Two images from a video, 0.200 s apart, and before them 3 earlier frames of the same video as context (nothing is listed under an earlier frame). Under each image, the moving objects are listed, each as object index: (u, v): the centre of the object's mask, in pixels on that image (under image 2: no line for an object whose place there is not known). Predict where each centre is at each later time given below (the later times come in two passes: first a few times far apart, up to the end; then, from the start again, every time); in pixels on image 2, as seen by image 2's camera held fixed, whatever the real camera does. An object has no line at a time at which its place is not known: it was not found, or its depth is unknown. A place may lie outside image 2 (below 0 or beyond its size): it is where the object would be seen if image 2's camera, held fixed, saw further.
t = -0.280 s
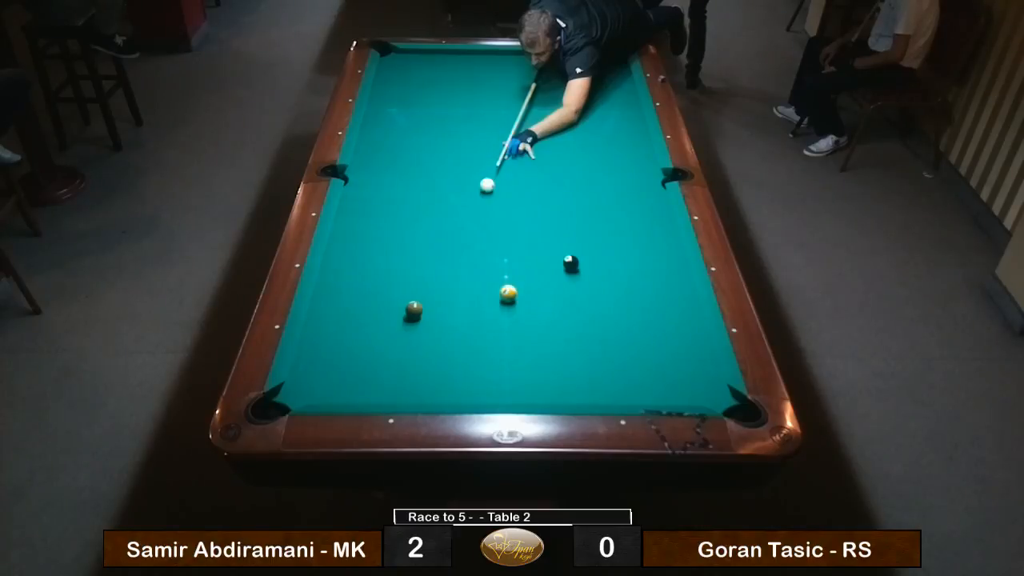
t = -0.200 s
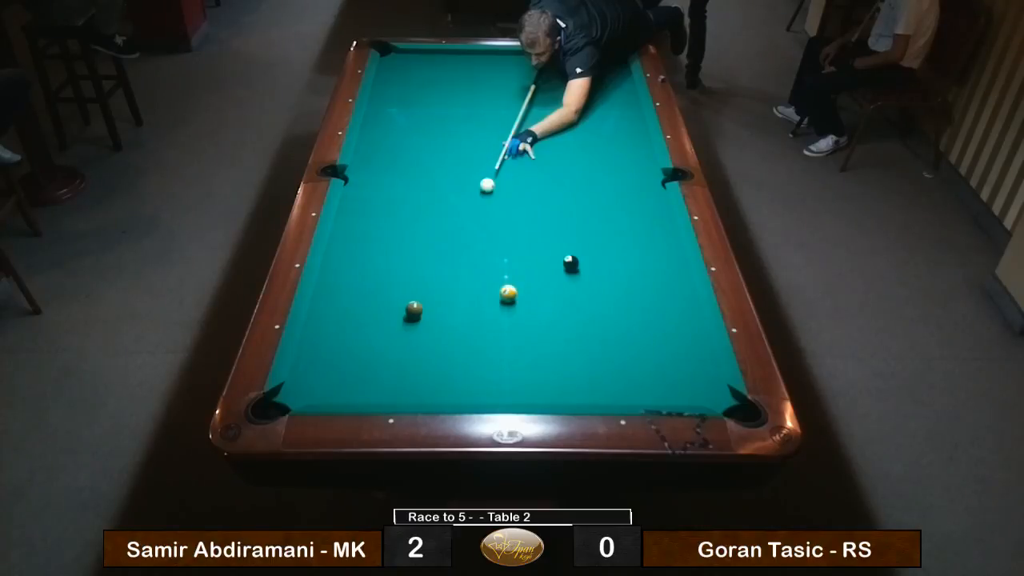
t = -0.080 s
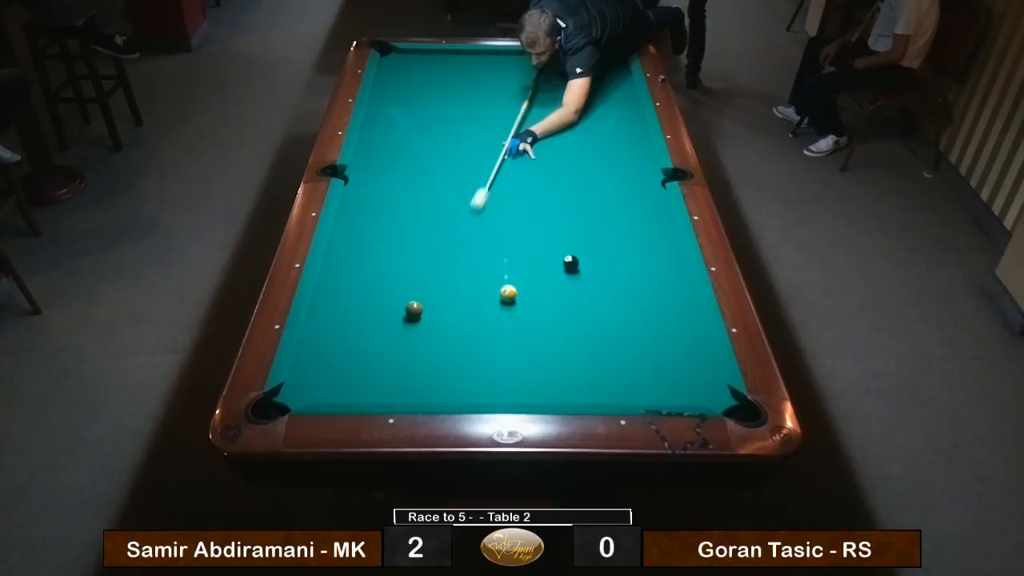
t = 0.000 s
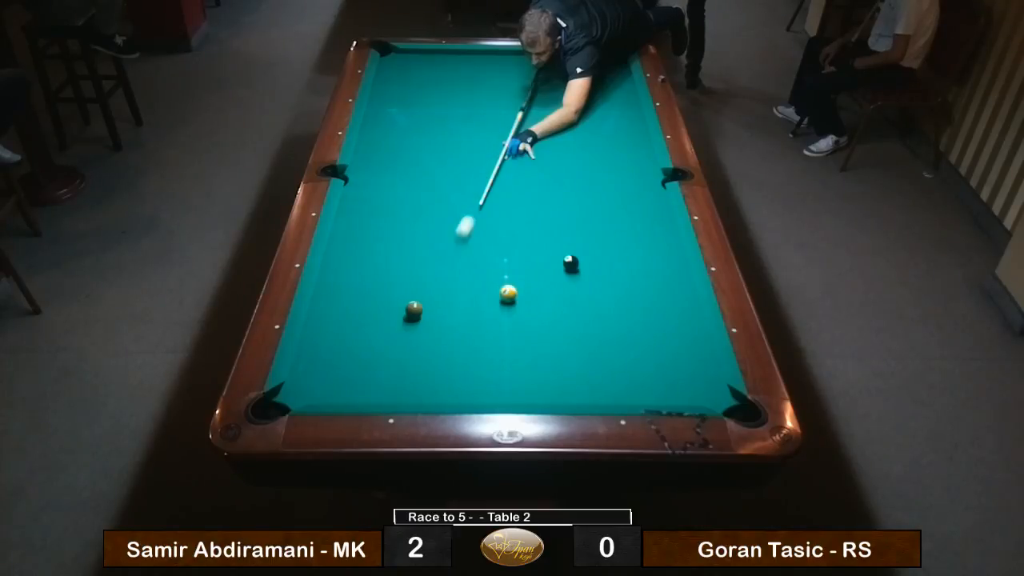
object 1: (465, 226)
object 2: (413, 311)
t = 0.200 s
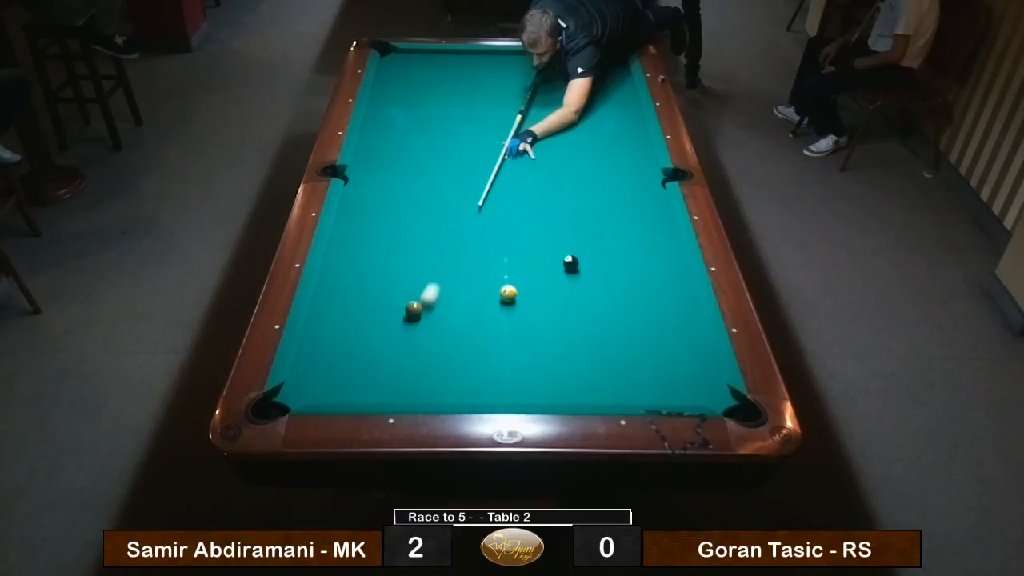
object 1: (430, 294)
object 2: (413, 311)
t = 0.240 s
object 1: (431, 303)
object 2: (407, 314)
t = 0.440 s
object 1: (453, 333)
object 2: (349, 354)
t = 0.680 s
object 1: (478, 377)
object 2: (284, 394)
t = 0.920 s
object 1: (504, 380)
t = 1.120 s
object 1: (523, 358)
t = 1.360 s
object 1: (543, 335)
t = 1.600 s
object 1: (562, 314)
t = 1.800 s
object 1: (576, 299)
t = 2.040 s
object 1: (591, 281)
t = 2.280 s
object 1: (604, 265)
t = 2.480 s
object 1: (615, 253)
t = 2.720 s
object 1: (626, 240)
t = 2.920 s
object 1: (635, 230)
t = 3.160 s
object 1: (644, 219)
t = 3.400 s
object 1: (652, 209)
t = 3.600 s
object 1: (659, 201)
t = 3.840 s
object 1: (657, 195)
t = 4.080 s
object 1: (651, 190)
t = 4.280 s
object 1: (648, 187)
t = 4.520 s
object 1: (644, 183)
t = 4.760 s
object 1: (640, 180)
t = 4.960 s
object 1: (639, 178)
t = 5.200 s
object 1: (637, 177)
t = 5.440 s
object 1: (636, 175)
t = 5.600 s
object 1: (636, 175)
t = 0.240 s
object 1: (431, 303)
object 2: (407, 314)
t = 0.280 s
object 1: (437, 307)
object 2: (393, 324)
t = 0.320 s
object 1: (442, 313)
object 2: (381, 331)
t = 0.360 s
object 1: (446, 319)
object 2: (370, 340)
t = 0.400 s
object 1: (450, 326)
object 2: (359, 348)
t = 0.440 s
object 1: (453, 333)
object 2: (349, 354)
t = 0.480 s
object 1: (457, 340)
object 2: (338, 361)
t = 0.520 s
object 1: (461, 347)
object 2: (327, 367)
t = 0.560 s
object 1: (465, 355)
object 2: (316, 377)
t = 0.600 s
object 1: (470, 362)
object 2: (306, 384)
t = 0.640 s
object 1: (474, 369)
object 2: (295, 388)
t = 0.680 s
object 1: (478, 377)
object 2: (284, 394)
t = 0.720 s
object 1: (482, 385)
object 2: (272, 406)
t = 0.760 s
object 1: (487, 392)
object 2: (265, 414)
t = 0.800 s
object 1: (492, 393)
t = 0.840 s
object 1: (496, 389)
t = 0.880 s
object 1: (500, 384)
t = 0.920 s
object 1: (504, 380)
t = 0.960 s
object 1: (508, 375)
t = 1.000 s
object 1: (512, 371)
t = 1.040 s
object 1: (516, 366)
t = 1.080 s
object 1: (519, 362)
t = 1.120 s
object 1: (523, 358)
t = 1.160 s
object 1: (526, 354)
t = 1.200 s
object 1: (530, 350)
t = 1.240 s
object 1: (534, 346)
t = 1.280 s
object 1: (537, 342)
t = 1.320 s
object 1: (540, 339)
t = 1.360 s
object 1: (543, 335)
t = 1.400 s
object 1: (547, 331)
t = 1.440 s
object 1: (550, 327)
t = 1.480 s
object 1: (553, 324)
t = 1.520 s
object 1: (556, 320)
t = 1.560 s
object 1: (559, 317)
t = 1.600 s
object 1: (562, 314)
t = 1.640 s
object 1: (565, 311)
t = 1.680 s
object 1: (567, 307)
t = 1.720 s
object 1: (570, 304)
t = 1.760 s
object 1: (573, 302)
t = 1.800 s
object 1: (576, 299)
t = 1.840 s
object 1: (578, 295)
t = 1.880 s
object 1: (581, 292)
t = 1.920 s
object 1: (584, 289)
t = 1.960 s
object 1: (586, 287)
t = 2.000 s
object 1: (588, 283)
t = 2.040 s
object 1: (591, 281)
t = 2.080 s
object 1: (593, 278)
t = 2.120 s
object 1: (596, 275)
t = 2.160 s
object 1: (598, 273)
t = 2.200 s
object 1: (600, 270)
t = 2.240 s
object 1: (602, 267)
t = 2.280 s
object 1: (604, 265)
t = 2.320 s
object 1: (606, 262)
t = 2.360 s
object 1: (609, 260)
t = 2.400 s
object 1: (611, 258)
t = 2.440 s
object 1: (613, 255)
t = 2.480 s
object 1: (615, 253)
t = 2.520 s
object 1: (617, 251)
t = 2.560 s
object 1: (619, 248)
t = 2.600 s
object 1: (621, 246)
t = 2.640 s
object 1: (623, 244)
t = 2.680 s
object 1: (625, 242)
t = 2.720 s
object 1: (626, 240)
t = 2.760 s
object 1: (628, 238)
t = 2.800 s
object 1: (630, 236)
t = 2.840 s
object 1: (631, 234)
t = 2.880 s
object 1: (633, 232)
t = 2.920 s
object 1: (635, 230)
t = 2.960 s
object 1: (636, 228)
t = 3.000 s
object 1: (638, 226)
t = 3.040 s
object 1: (640, 224)
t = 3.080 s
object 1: (641, 222)
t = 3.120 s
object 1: (643, 221)
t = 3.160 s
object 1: (644, 219)
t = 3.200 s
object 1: (646, 217)
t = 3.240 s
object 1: (647, 215)
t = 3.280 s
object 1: (648, 214)
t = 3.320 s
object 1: (650, 212)
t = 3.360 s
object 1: (651, 211)
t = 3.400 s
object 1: (652, 209)
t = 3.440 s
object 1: (654, 207)
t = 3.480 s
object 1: (655, 206)
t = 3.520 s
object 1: (657, 205)
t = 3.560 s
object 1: (658, 203)
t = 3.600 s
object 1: (659, 201)
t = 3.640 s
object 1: (660, 200)
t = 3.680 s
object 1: (661, 199)
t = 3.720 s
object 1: (660, 198)
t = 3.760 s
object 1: (659, 197)
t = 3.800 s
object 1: (658, 196)
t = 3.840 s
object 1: (657, 195)
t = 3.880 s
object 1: (656, 194)
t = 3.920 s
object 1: (655, 193)
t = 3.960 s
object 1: (654, 193)
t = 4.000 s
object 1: (653, 192)
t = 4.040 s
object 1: (652, 191)
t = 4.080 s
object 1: (651, 190)
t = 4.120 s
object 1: (650, 189)
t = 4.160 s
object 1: (650, 189)
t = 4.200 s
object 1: (649, 188)
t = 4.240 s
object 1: (648, 187)
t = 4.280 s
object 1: (648, 187)
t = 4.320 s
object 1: (647, 186)
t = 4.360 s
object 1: (646, 185)
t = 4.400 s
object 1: (646, 185)
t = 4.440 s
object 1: (645, 184)
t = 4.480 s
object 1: (644, 184)
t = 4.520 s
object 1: (644, 183)
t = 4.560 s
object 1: (643, 182)
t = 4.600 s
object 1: (642, 182)
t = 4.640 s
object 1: (642, 182)
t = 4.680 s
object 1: (641, 181)
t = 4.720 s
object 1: (641, 181)
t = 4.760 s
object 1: (640, 180)
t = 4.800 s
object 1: (640, 179)
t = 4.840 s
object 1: (640, 179)
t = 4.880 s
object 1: (639, 179)
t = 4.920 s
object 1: (639, 179)
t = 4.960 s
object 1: (639, 178)
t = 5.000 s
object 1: (638, 178)
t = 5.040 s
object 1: (638, 178)
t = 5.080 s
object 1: (638, 177)
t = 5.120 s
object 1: (637, 177)
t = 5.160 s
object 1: (637, 177)
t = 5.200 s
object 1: (637, 177)
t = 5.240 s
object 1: (637, 176)
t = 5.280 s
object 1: (636, 176)
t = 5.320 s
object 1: (636, 176)
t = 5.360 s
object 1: (636, 176)
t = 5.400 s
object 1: (636, 176)
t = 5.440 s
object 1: (636, 175)
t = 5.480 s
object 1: (636, 175)
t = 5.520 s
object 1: (636, 175)
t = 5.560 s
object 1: (636, 175)
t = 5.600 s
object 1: (636, 175)
